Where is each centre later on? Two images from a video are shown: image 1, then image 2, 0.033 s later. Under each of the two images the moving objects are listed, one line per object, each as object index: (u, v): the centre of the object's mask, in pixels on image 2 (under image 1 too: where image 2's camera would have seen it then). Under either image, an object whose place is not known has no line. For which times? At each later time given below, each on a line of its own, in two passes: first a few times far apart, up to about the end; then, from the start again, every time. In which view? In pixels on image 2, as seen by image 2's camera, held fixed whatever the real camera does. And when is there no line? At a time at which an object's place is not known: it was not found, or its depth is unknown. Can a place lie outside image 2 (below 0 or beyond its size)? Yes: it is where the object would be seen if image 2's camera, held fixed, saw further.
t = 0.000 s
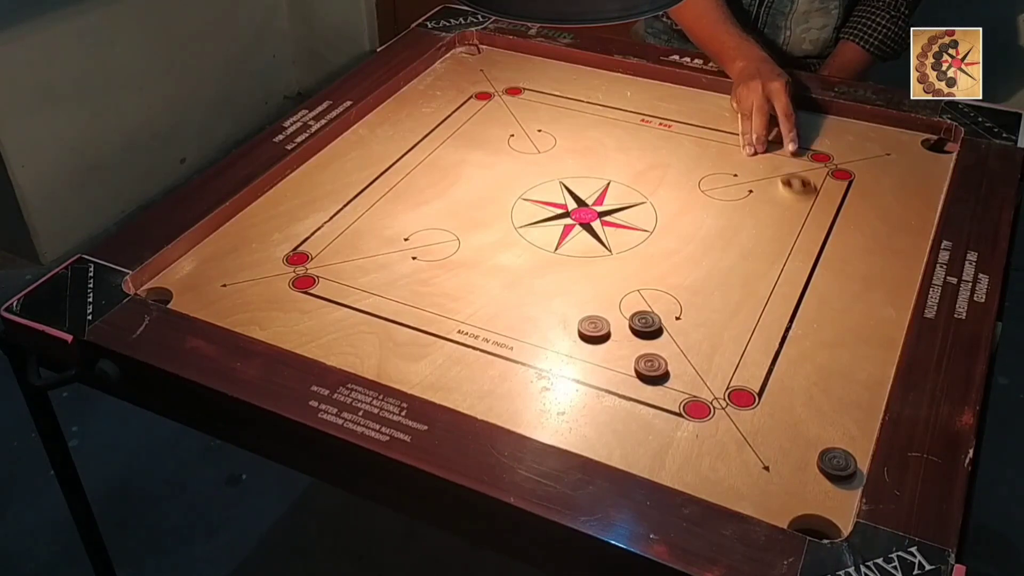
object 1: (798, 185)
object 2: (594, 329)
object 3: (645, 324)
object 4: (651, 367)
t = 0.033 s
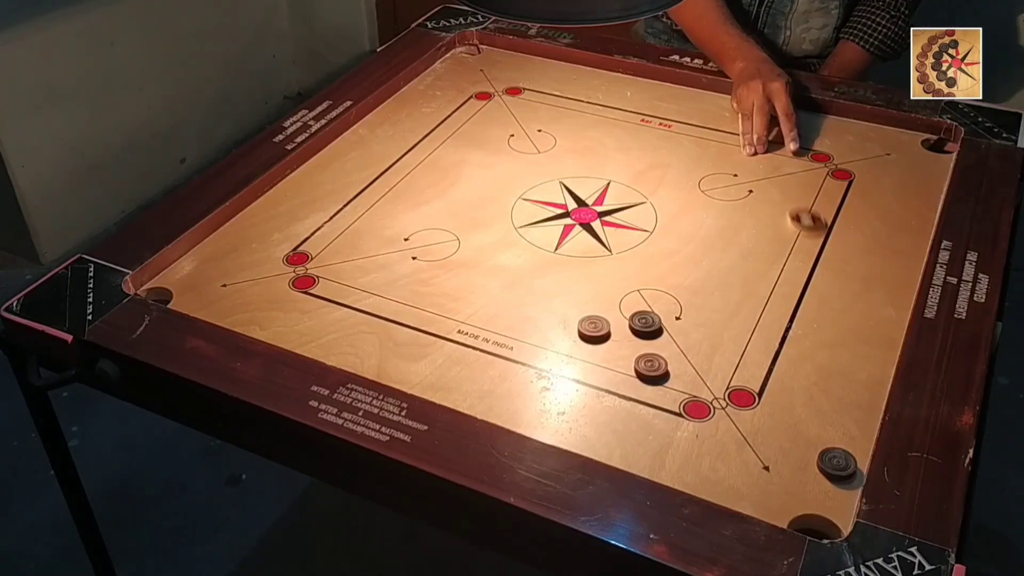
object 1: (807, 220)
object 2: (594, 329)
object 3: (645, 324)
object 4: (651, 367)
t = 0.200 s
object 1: (821, 440)
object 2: (594, 329)
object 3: (645, 324)
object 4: (651, 367)
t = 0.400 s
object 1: (669, 412)
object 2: (594, 329)
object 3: (645, 324)
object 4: (651, 367)
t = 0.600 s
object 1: (663, 351)
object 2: (554, 309)
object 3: (656, 279)
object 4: (611, 338)
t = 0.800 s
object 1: (662, 324)
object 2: (532, 299)
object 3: (661, 248)
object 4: (610, 338)
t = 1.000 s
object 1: (661, 320)
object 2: (532, 299)
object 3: (661, 244)
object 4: (610, 338)
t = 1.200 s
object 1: (661, 319)
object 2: (532, 299)
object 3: (661, 243)
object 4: (610, 338)
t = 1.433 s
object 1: (661, 319)
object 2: (532, 299)
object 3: (661, 244)
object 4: (610, 338)
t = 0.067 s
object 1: (818, 259)
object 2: (594, 329)
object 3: (645, 324)
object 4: (651, 367)
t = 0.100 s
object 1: (830, 302)
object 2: (594, 329)
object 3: (645, 324)
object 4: (651, 367)
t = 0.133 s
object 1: (843, 351)
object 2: (594, 329)
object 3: (645, 324)
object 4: (651, 367)
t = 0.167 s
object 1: (856, 404)
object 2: (594, 329)
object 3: (645, 324)
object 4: (651, 367)
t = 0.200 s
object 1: (821, 440)
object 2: (594, 329)
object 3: (645, 324)
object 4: (651, 367)
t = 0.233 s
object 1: (780, 458)
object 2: (594, 329)
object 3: (645, 324)
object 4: (651, 367)
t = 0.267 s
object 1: (738, 477)
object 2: (594, 329)
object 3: (645, 324)
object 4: (651, 367)
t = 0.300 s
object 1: (700, 486)
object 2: (594, 329)
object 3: (645, 324)
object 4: (651, 367)
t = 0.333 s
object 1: (687, 464)
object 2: (594, 329)
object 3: (645, 324)
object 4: (651, 367)
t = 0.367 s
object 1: (678, 437)
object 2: (594, 329)
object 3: (645, 324)
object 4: (651, 367)
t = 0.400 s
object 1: (669, 412)
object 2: (594, 329)
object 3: (645, 324)
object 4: (651, 367)
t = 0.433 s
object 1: (663, 392)
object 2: (594, 329)
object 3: (645, 324)
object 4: (647, 360)
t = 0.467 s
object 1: (664, 382)
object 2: (594, 329)
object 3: (647, 320)
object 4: (629, 342)
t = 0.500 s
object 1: (664, 373)
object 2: (585, 324)
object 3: (649, 309)
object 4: (620, 339)
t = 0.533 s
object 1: (663, 364)
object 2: (572, 319)
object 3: (652, 297)
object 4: (616, 338)
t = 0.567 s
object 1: (663, 358)
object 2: (562, 314)
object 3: (654, 288)
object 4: (613, 338)
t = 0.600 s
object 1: (663, 351)
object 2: (554, 309)
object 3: (656, 279)
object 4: (611, 338)
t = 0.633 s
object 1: (663, 345)
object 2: (547, 306)
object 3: (658, 272)
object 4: (610, 338)
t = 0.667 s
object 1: (663, 339)
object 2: (541, 303)
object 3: (659, 265)
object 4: (610, 338)
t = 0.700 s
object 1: (662, 334)
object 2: (537, 301)
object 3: (660, 260)
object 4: (610, 338)
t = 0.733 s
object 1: (662, 330)
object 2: (534, 300)
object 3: (660, 255)
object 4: (610, 338)
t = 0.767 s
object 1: (663, 327)
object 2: (532, 299)
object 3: (661, 251)
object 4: (610, 338)
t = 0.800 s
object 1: (662, 324)
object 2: (532, 299)
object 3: (661, 248)
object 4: (610, 338)
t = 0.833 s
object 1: (662, 322)
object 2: (532, 299)
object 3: (661, 246)
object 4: (610, 338)
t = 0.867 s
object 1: (662, 320)
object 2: (532, 299)
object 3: (661, 244)
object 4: (610, 338)
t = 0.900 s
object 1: (661, 320)
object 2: (532, 299)
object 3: (661, 244)
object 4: (610, 338)
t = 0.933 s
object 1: (661, 320)
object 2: (532, 299)
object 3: (661, 244)
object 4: (610, 338)
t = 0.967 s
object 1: (661, 320)
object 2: (532, 299)
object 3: (662, 244)
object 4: (610, 338)
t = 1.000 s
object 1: (661, 320)
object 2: (532, 299)
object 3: (661, 244)
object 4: (610, 338)
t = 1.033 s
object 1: (661, 320)
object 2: (532, 299)
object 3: (661, 244)
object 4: (610, 338)
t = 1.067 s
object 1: (661, 320)
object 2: (532, 299)
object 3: (661, 244)
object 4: (610, 338)
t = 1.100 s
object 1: (661, 320)
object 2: (532, 299)
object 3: (661, 244)
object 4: (610, 338)
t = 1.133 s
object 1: (661, 320)
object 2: (532, 299)
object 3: (661, 244)
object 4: (610, 338)
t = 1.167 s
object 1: (661, 320)
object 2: (532, 299)
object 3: (661, 243)
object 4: (610, 338)
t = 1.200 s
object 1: (661, 319)
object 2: (532, 299)
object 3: (661, 243)
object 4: (610, 338)
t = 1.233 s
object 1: (661, 319)
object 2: (532, 299)
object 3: (661, 243)
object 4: (610, 338)
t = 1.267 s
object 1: (661, 319)
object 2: (532, 299)
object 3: (661, 243)
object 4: (610, 338)
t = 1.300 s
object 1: (661, 319)
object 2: (532, 299)
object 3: (661, 243)
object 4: (610, 338)
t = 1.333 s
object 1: (661, 319)
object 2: (532, 299)
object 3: (661, 243)
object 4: (610, 338)
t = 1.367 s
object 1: (661, 319)
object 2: (532, 299)
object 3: (661, 243)
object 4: (610, 338)
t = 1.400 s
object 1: (661, 320)
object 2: (532, 299)
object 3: (661, 243)
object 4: (610, 338)
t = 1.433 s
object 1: (661, 319)
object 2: (532, 299)
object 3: (661, 244)
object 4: (610, 338)
